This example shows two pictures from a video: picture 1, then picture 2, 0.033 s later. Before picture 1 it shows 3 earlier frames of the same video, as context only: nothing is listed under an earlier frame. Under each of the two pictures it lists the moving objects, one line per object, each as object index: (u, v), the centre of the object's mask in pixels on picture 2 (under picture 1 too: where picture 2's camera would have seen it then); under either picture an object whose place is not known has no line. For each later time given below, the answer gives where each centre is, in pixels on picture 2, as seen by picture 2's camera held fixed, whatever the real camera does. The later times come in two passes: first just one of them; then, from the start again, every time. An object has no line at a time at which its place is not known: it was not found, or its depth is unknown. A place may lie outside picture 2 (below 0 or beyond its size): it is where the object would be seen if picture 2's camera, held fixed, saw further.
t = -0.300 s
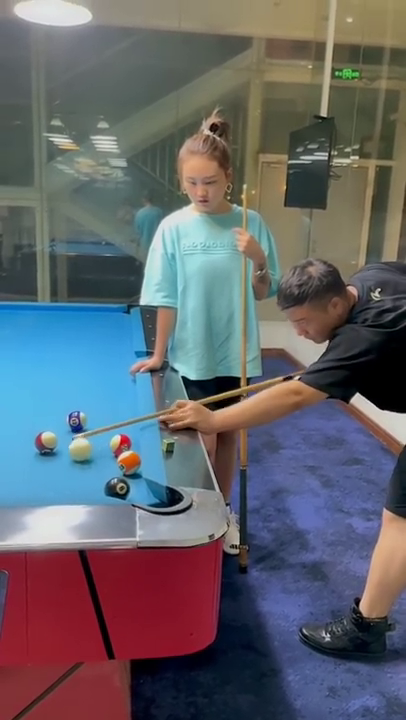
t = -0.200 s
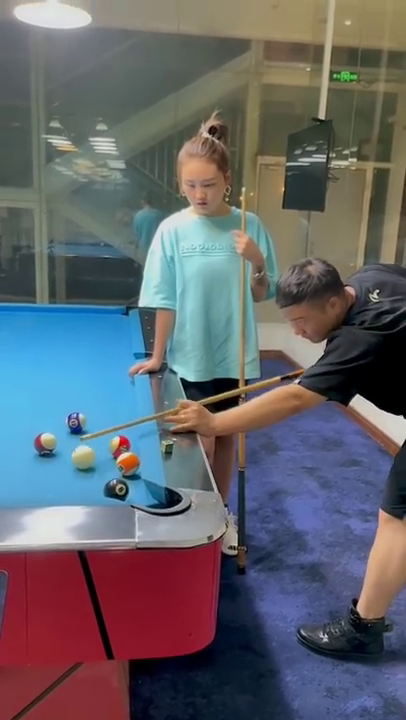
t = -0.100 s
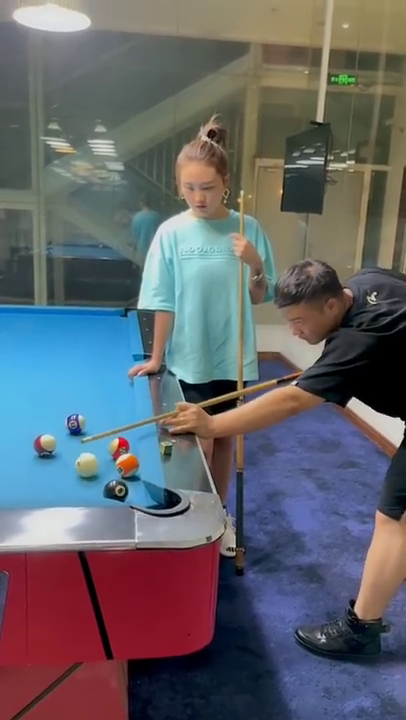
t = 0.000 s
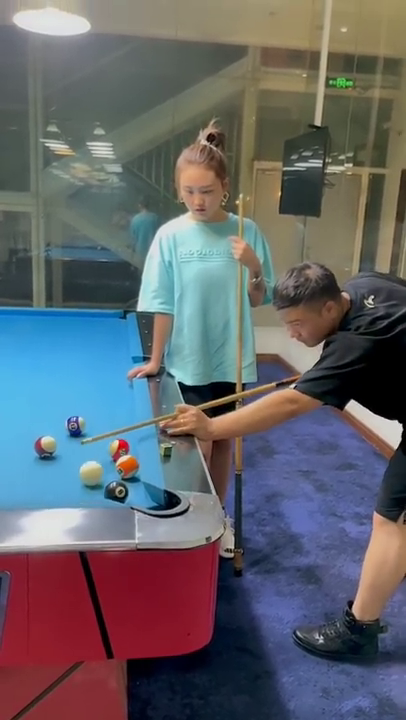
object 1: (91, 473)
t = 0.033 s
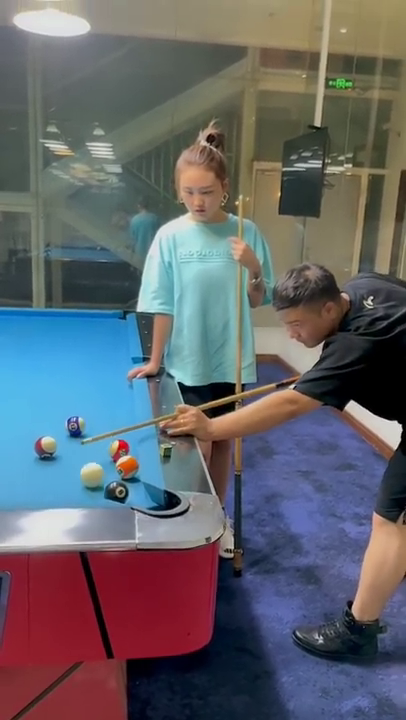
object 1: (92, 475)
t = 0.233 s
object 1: (98, 486)
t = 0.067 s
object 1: (93, 477)
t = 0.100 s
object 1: (94, 479)
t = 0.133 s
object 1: (96, 481)
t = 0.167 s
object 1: (97, 484)
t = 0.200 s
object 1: (98, 485)
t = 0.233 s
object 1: (98, 486)
